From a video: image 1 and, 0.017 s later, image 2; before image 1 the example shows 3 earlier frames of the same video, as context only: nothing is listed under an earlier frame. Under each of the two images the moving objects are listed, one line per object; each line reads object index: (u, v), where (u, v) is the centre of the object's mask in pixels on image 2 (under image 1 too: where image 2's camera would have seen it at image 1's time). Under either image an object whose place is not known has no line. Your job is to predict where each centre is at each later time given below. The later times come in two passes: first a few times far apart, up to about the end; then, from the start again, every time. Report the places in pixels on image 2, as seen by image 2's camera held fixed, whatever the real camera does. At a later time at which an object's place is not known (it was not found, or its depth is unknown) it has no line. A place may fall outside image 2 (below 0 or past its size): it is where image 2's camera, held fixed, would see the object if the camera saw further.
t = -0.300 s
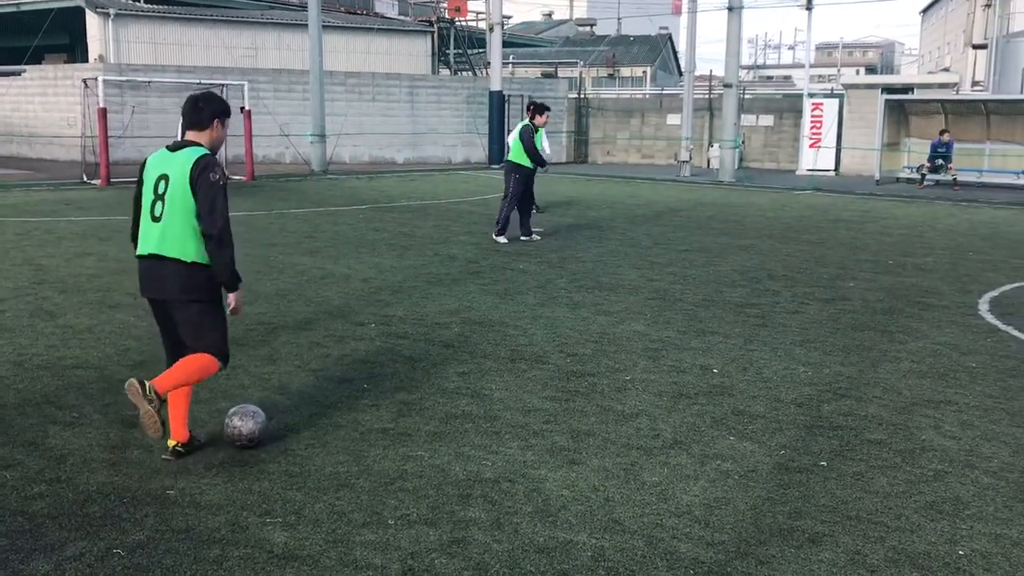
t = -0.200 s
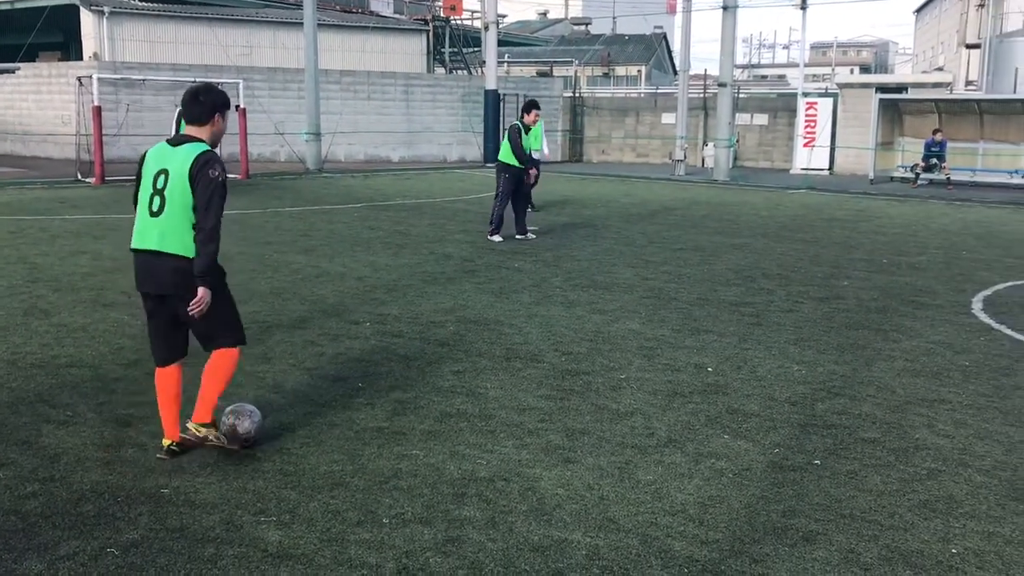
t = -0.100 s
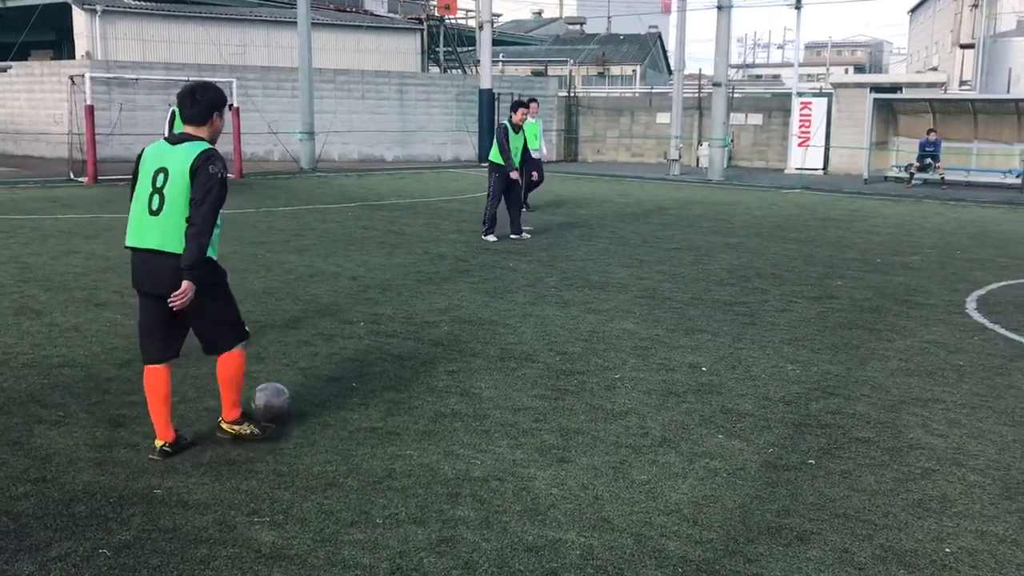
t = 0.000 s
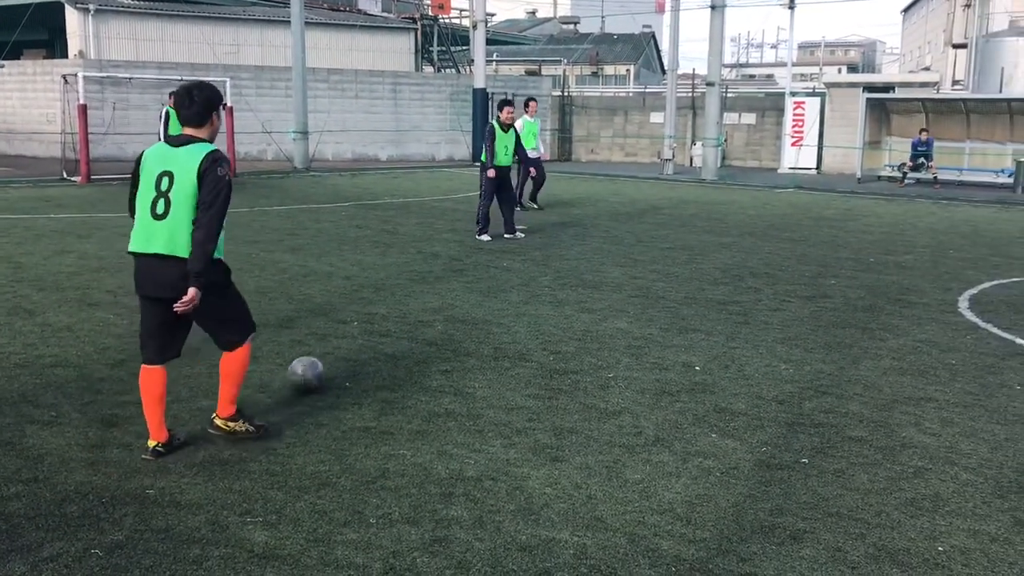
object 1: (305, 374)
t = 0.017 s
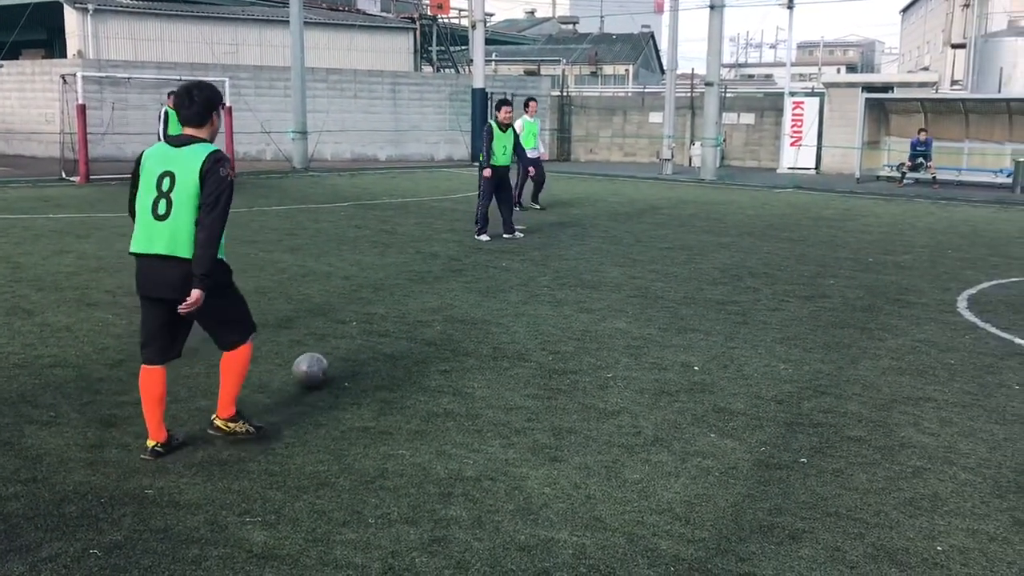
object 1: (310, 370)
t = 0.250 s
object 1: (370, 330)
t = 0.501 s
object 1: (410, 305)
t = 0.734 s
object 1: (438, 288)
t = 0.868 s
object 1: (451, 279)
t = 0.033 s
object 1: (316, 366)
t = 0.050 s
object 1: (322, 363)
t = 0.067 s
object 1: (327, 360)
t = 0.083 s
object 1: (332, 356)
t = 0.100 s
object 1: (337, 353)
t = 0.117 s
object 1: (342, 350)
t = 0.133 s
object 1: (346, 347)
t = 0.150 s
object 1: (349, 344)
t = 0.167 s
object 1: (353, 341)
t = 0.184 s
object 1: (357, 339)
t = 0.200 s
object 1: (360, 336)
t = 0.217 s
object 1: (364, 334)
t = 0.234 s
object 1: (367, 332)
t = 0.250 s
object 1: (370, 330)
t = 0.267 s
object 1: (373, 329)
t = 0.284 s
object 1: (376, 326)
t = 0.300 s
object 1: (379, 324)
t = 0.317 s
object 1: (382, 322)
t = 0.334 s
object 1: (385, 320)
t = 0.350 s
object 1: (387, 319)
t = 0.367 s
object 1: (391, 318)
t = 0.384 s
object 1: (393, 316)
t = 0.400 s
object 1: (396, 314)
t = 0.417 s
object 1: (397, 312)
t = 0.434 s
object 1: (400, 311)
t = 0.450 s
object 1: (402, 310)
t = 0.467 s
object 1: (404, 309)
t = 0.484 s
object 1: (407, 306)
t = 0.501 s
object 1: (410, 305)
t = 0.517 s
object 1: (412, 304)
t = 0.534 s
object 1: (414, 303)
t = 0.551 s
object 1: (417, 302)
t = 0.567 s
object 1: (418, 300)
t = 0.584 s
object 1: (420, 298)
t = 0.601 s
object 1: (422, 297)
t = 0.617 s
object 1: (425, 296)
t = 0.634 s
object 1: (426, 295)
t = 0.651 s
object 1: (428, 294)
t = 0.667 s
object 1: (430, 293)
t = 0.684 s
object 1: (432, 291)
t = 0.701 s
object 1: (435, 290)
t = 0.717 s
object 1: (436, 288)
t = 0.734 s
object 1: (438, 288)
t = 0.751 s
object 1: (440, 287)
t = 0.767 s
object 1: (442, 286)
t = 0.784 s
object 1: (443, 285)
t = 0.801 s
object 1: (444, 284)
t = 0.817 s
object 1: (447, 283)
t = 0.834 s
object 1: (448, 282)
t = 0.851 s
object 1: (449, 280)
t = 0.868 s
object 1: (451, 279)
